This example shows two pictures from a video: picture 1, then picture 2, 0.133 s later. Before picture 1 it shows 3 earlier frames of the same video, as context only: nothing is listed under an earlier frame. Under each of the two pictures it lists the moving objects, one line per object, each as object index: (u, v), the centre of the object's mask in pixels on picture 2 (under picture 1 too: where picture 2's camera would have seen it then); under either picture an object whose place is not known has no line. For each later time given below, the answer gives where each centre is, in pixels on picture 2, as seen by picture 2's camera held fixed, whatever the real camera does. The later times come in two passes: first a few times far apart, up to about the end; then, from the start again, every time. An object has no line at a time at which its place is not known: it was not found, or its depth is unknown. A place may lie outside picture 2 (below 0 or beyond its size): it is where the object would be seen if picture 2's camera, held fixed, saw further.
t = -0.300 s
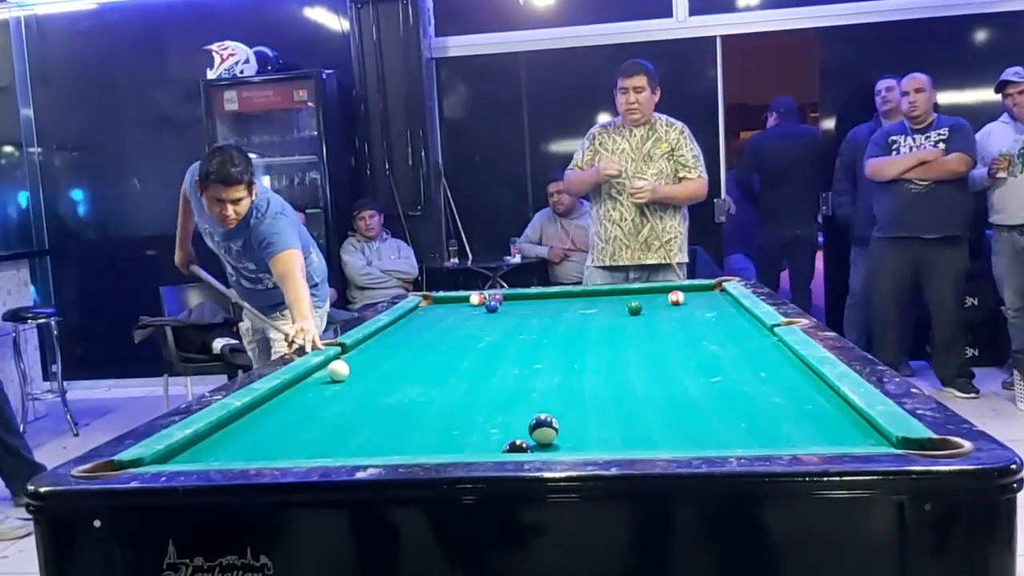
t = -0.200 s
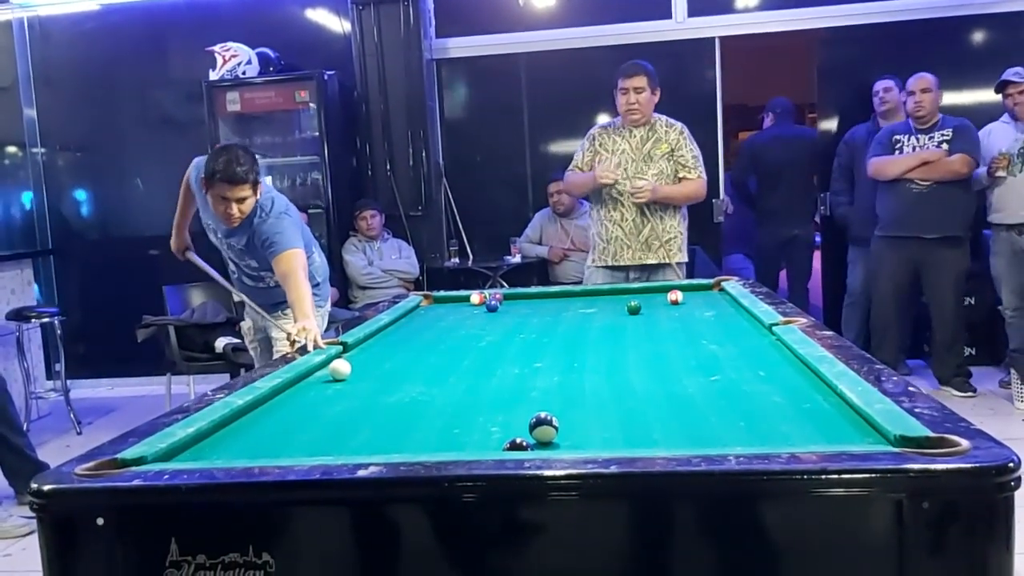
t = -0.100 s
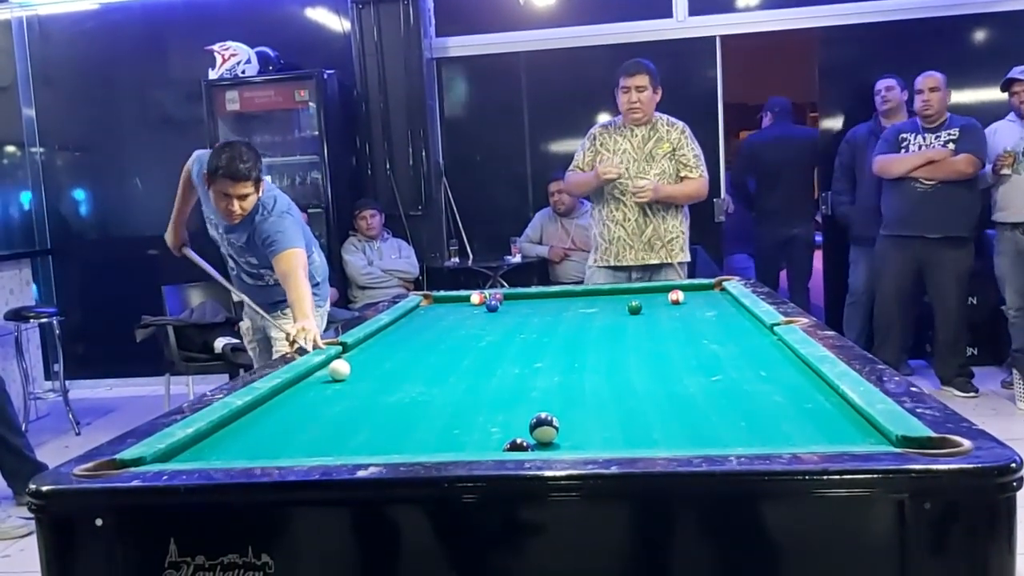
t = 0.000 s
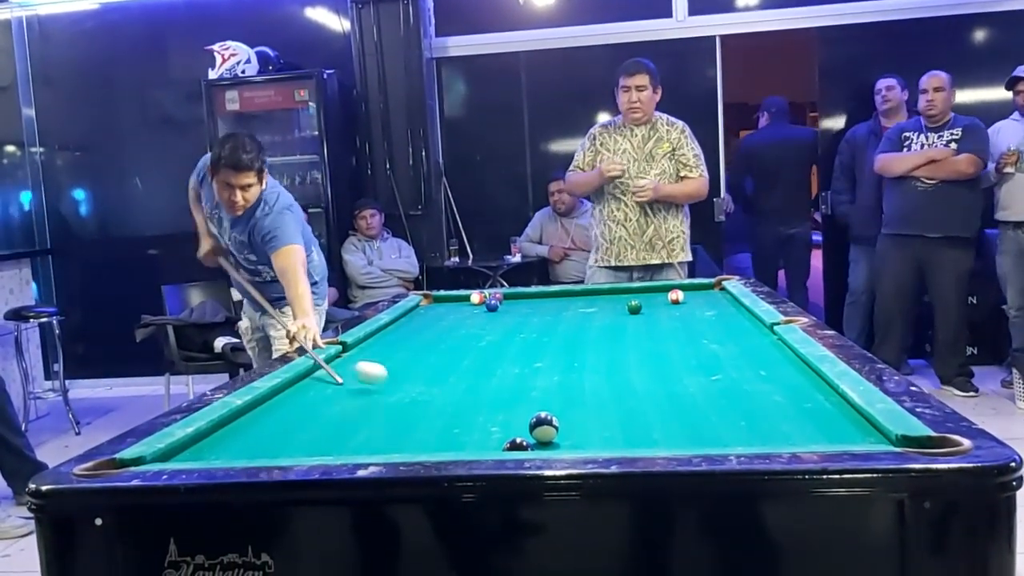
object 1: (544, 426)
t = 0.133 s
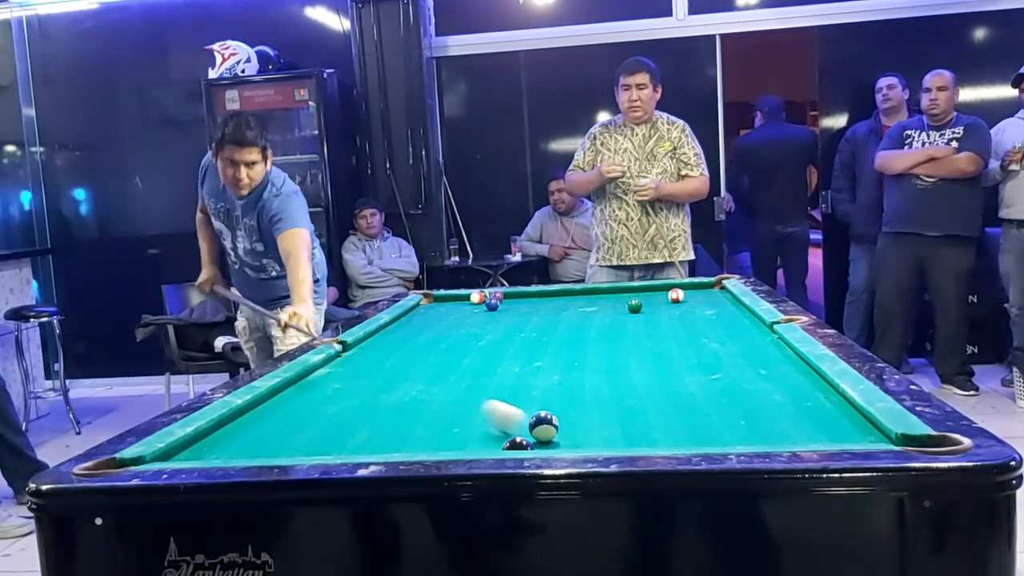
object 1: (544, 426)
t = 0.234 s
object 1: (714, 436)
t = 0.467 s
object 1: (729, 417)
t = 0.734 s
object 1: (522, 395)
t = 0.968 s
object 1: (388, 382)
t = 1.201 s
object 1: (334, 370)
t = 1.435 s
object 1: (421, 363)
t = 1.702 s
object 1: (486, 356)
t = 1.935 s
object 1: (538, 351)
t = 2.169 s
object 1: (585, 346)
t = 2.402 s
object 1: (630, 340)
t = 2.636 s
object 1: (667, 337)
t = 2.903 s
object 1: (708, 330)
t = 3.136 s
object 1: (740, 327)
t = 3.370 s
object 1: (753, 326)
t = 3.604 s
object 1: (737, 327)
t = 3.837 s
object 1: (722, 329)
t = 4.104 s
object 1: (711, 330)
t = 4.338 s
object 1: (703, 330)
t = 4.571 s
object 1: (698, 330)
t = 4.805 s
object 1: (697, 330)
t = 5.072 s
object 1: (697, 330)
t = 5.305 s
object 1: (698, 330)
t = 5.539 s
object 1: (697, 330)
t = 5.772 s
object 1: (698, 330)
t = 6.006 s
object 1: (697, 330)
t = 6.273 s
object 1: (698, 330)
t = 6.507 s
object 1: (698, 330)
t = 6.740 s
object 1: (697, 330)
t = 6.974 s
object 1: (697, 330)
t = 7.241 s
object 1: (697, 330)
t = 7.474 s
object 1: (697, 330)
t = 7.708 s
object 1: (697, 330)
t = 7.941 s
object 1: (698, 330)
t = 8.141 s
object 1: (698, 330)
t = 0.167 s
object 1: (585, 429)
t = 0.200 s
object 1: (650, 432)
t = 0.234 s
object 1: (714, 436)
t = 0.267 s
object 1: (782, 437)
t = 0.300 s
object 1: (831, 433)
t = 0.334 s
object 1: (869, 430)
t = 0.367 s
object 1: (834, 427)
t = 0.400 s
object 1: (798, 424)
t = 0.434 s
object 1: (762, 421)
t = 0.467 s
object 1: (729, 417)
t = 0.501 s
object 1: (699, 414)
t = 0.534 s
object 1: (671, 411)
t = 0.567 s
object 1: (644, 409)
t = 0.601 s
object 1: (617, 405)
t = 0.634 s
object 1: (592, 402)
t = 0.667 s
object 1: (569, 400)
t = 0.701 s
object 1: (545, 399)
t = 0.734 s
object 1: (522, 395)
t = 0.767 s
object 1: (502, 393)
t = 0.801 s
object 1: (481, 392)
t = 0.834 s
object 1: (461, 389)
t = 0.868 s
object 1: (442, 387)
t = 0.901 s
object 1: (424, 385)
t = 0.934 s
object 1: (406, 384)
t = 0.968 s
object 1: (388, 382)
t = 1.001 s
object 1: (371, 381)
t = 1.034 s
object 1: (357, 379)
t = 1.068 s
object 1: (337, 371)
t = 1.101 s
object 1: (324, 376)
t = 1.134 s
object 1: (311, 375)
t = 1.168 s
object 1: (318, 374)
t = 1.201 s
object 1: (334, 370)
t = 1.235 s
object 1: (349, 370)
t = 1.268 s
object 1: (360, 369)
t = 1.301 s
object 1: (374, 368)
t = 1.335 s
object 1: (385, 366)
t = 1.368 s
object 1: (399, 366)
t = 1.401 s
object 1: (409, 364)
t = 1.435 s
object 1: (421, 363)
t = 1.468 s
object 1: (429, 363)
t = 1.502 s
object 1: (437, 361)
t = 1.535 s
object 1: (447, 360)
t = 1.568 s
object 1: (453, 360)
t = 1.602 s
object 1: (462, 359)
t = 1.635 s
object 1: (472, 359)
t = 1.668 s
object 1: (478, 359)
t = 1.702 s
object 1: (486, 356)
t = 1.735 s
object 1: (495, 355)
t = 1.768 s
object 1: (501, 356)
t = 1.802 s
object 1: (509, 353)
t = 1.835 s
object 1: (517, 352)
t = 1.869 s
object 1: (525, 353)
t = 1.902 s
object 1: (530, 352)
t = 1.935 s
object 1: (538, 351)
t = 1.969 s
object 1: (547, 349)
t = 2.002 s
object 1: (553, 349)
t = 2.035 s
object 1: (559, 348)
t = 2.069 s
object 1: (566, 347)
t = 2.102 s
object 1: (574, 347)
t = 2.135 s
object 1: (580, 346)
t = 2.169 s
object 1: (585, 346)
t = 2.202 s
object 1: (592, 344)
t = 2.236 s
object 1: (599, 344)
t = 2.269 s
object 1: (605, 344)
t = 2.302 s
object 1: (610, 343)
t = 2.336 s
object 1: (616, 342)
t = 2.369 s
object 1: (623, 341)
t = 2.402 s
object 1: (630, 340)
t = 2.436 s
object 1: (635, 340)
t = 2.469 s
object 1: (640, 339)
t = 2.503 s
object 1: (646, 338)
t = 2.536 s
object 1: (652, 337)
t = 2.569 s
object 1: (658, 337)
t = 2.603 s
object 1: (663, 337)
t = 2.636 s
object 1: (667, 337)
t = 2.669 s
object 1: (672, 335)
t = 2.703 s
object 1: (678, 334)
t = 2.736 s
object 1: (684, 333)
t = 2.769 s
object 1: (689, 334)
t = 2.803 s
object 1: (693, 334)
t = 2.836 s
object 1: (698, 333)
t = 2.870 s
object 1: (702, 332)
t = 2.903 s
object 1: (708, 330)
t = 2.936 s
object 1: (714, 330)
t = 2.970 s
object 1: (719, 331)
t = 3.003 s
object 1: (723, 331)
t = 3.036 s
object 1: (727, 330)
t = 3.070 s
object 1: (731, 329)
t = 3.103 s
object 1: (736, 328)
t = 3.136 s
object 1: (740, 327)
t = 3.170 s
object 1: (744, 327)
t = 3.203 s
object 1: (747, 327)
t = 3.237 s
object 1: (752, 327)
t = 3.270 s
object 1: (756, 326)
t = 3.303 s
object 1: (759, 326)
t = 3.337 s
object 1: (756, 326)
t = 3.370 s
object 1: (753, 326)
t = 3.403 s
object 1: (750, 327)
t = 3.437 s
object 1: (748, 327)
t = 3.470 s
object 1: (746, 327)
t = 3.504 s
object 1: (744, 327)
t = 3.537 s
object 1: (741, 327)
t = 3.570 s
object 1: (740, 327)
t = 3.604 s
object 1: (737, 327)
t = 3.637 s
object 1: (734, 327)
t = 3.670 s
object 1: (732, 327)
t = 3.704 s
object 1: (730, 328)
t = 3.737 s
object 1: (727, 328)
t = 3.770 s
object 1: (725, 328)
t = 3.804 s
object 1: (724, 329)
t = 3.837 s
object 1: (722, 329)
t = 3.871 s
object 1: (720, 330)
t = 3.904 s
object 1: (719, 330)
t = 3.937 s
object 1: (717, 330)
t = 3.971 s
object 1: (716, 330)
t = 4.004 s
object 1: (714, 330)
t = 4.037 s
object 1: (713, 330)
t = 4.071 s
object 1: (712, 330)
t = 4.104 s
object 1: (711, 330)
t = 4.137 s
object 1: (710, 329)
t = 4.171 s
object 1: (708, 329)
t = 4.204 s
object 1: (707, 330)
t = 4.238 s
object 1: (705, 330)
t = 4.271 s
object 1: (704, 330)
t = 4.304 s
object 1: (703, 330)
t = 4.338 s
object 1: (703, 330)
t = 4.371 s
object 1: (702, 330)
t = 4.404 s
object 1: (701, 330)
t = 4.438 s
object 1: (700, 330)
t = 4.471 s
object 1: (699, 330)
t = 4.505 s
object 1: (698, 330)
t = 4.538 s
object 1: (698, 330)
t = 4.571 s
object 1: (698, 330)
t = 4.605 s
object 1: (697, 330)
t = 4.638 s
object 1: (697, 330)
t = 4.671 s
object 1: (697, 330)
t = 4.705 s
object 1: (697, 330)
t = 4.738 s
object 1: (697, 330)
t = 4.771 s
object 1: (697, 330)
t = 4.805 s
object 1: (697, 330)
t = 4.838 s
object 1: (697, 330)
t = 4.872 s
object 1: (697, 330)
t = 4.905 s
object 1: (697, 330)
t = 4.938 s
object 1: (697, 330)
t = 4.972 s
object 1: (697, 330)
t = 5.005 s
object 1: (697, 330)
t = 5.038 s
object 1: (697, 330)
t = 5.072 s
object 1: (697, 330)
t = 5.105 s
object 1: (698, 330)
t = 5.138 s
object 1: (697, 330)
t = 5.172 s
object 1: (697, 330)
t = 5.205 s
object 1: (698, 330)
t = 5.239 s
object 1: (698, 330)
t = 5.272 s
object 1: (698, 330)
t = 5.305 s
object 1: (698, 330)
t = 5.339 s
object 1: (698, 330)
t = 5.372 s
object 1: (697, 330)
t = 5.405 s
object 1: (697, 330)
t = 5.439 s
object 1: (698, 330)
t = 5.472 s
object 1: (697, 330)
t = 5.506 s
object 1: (697, 330)
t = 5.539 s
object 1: (697, 330)
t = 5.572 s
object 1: (697, 330)
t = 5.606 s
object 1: (697, 330)
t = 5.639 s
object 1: (697, 330)
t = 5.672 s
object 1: (697, 330)
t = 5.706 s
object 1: (697, 330)
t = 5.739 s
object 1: (697, 330)
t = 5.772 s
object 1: (698, 330)
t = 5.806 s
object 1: (698, 330)
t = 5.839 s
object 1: (697, 330)
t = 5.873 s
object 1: (697, 330)
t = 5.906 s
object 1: (697, 330)
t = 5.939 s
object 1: (697, 330)
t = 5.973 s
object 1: (697, 330)
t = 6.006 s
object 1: (697, 330)
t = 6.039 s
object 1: (697, 330)
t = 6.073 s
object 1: (698, 330)
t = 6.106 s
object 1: (697, 330)
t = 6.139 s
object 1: (698, 330)
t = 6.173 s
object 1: (698, 330)
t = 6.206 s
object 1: (698, 330)
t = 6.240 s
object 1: (698, 330)
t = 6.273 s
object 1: (698, 330)
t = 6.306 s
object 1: (698, 330)
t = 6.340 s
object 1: (698, 330)
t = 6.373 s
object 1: (698, 330)
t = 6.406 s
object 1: (697, 330)
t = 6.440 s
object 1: (698, 330)
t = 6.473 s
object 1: (698, 330)
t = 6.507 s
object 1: (698, 330)
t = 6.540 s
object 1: (697, 330)
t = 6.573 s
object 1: (698, 330)
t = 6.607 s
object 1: (698, 330)
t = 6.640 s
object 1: (698, 330)
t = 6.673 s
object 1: (698, 330)
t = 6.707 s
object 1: (697, 330)
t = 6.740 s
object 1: (697, 330)
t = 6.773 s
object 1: (697, 330)
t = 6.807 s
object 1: (698, 330)
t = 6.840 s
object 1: (697, 330)
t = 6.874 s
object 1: (697, 330)
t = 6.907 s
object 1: (698, 330)
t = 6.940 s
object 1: (697, 330)
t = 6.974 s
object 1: (697, 330)
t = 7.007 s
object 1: (697, 330)
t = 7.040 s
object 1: (697, 330)
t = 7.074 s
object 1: (698, 330)
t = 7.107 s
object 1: (697, 330)
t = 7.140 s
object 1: (698, 330)
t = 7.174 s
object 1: (697, 330)
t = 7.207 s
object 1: (698, 330)
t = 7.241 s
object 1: (697, 330)
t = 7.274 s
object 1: (697, 330)
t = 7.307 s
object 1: (697, 330)
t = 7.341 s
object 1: (697, 330)
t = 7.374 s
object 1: (697, 330)
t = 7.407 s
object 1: (697, 330)
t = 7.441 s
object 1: (697, 330)
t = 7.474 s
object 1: (697, 330)
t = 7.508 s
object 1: (697, 330)
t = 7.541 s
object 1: (697, 330)
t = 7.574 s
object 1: (697, 330)
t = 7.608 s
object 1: (697, 330)
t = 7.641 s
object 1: (697, 330)
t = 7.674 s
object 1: (697, 330)
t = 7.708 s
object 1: (697, 330)
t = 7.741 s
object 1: (697, 330)
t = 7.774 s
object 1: (698, 330)
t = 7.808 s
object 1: (697, 330)
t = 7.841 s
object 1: (698, 330)
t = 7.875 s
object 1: (698, 330)
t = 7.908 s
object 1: (697, 330)
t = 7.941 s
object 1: (698, 330)
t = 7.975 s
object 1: (698, 330)
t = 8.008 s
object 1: (697, 330)
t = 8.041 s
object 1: (698, 330)
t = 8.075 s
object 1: (698, 330)
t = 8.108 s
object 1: (698, 330)
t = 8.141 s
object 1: (698, 330)
